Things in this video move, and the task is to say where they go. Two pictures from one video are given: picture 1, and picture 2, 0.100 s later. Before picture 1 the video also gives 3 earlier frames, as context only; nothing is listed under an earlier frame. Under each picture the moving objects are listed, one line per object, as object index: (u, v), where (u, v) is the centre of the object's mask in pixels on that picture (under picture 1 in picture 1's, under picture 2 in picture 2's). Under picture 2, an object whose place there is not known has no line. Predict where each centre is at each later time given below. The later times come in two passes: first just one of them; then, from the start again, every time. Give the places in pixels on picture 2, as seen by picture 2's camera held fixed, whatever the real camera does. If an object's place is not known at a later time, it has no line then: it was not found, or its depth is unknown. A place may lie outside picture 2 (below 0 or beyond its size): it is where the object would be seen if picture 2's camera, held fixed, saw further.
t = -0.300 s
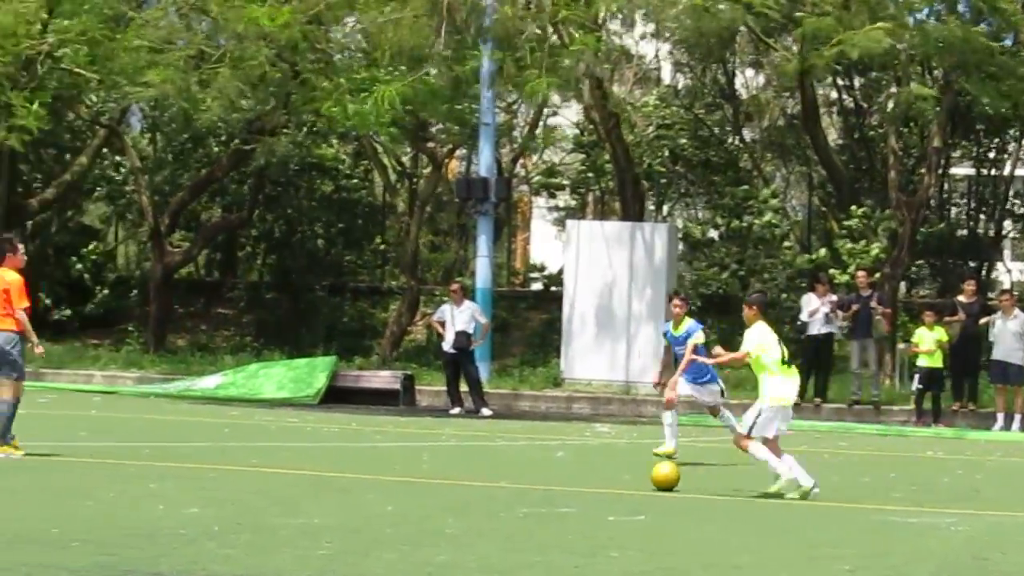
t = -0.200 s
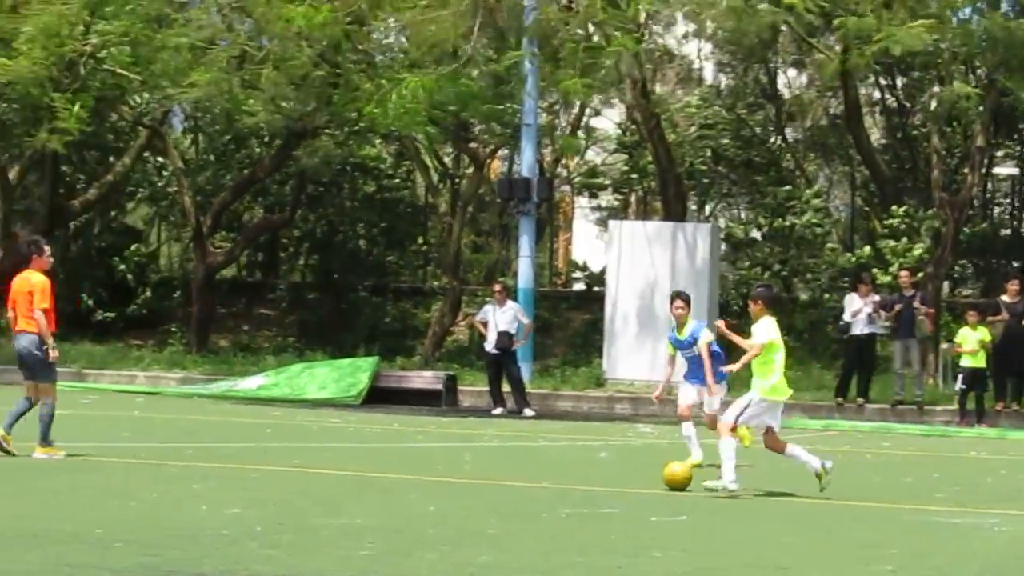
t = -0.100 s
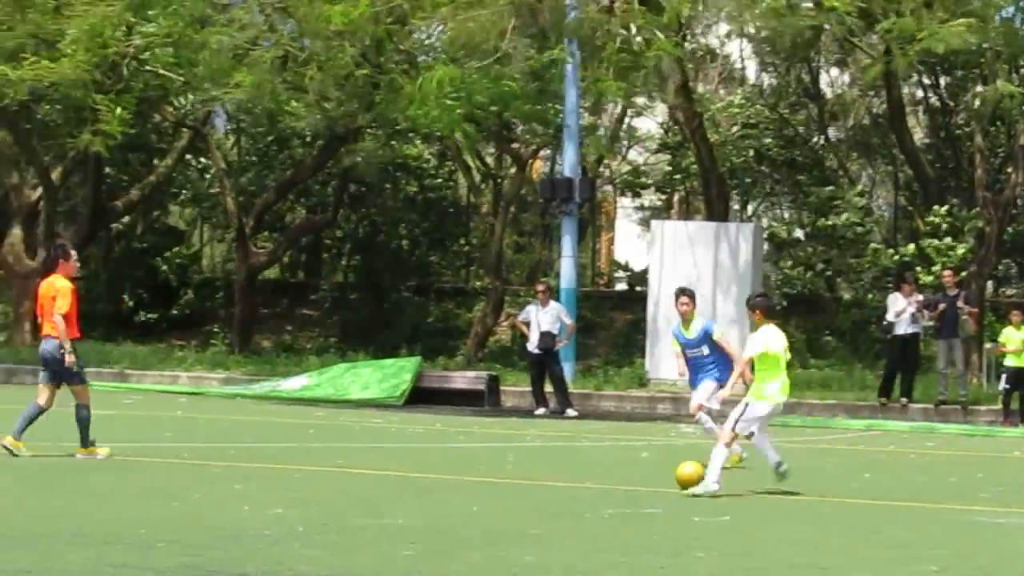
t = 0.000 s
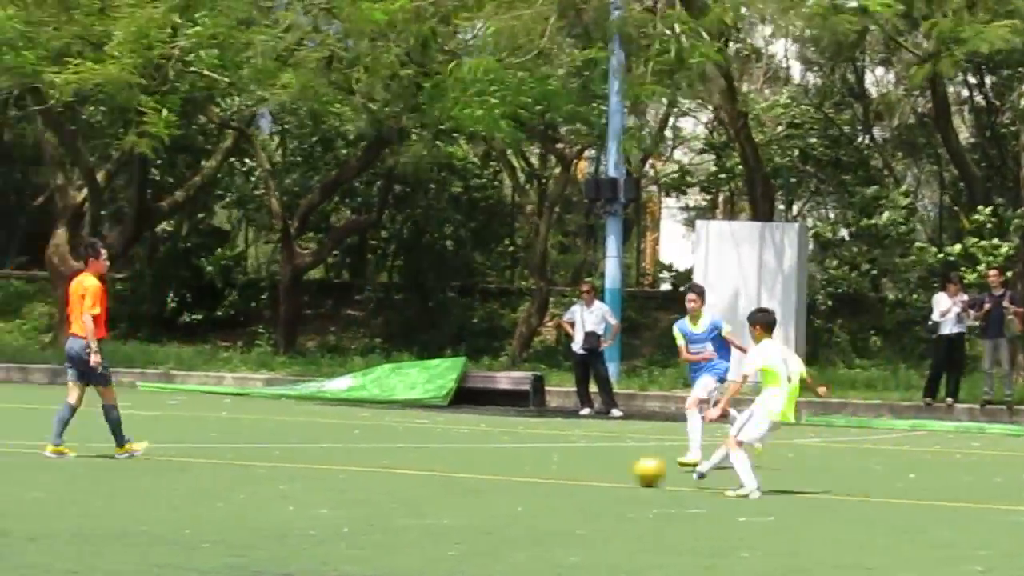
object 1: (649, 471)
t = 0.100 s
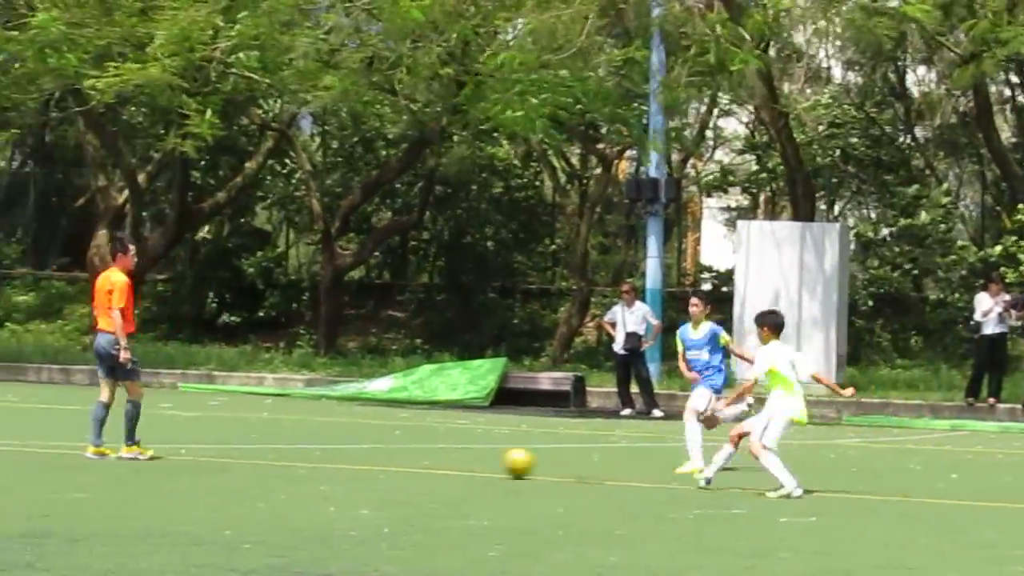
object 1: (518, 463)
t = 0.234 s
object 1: (316, 455)
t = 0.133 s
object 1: (466, 461)
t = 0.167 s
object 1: (414, 459)
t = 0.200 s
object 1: (365, 457)
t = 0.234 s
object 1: (316, 455)
